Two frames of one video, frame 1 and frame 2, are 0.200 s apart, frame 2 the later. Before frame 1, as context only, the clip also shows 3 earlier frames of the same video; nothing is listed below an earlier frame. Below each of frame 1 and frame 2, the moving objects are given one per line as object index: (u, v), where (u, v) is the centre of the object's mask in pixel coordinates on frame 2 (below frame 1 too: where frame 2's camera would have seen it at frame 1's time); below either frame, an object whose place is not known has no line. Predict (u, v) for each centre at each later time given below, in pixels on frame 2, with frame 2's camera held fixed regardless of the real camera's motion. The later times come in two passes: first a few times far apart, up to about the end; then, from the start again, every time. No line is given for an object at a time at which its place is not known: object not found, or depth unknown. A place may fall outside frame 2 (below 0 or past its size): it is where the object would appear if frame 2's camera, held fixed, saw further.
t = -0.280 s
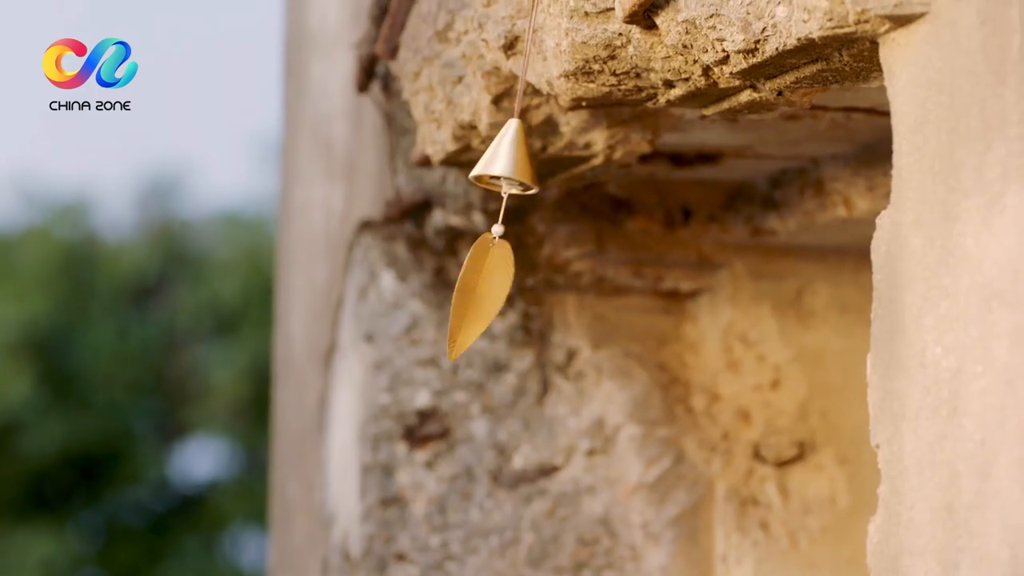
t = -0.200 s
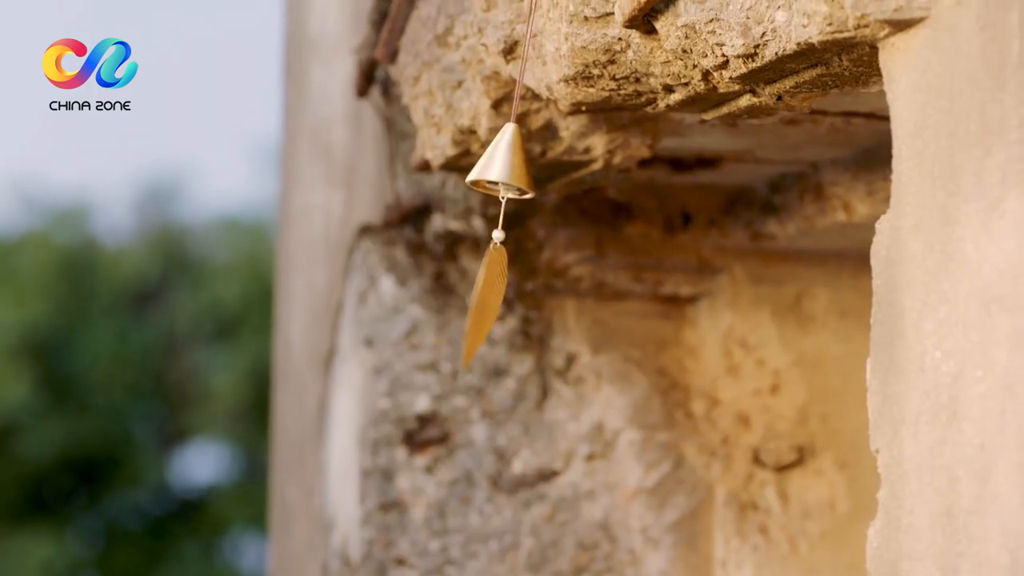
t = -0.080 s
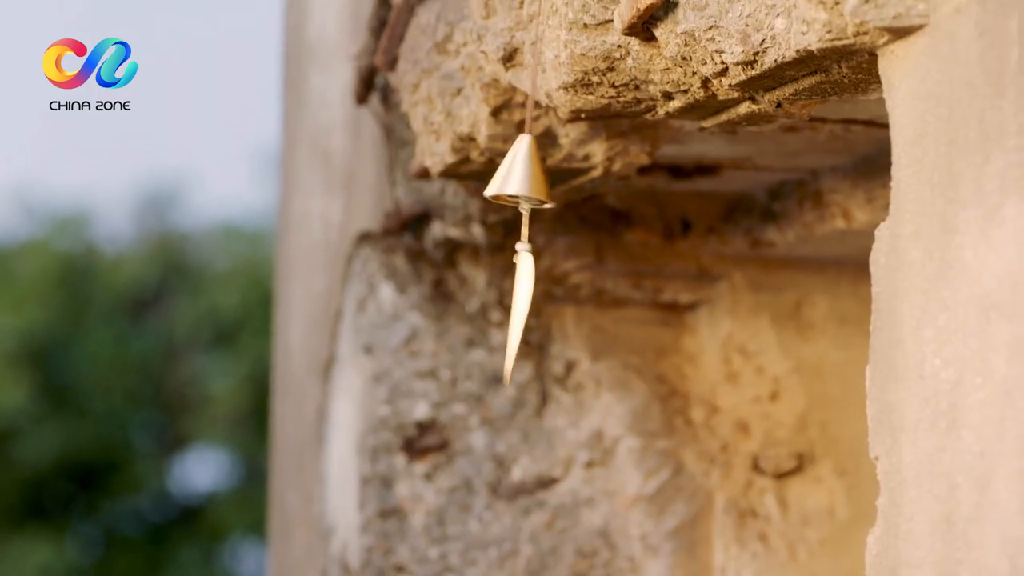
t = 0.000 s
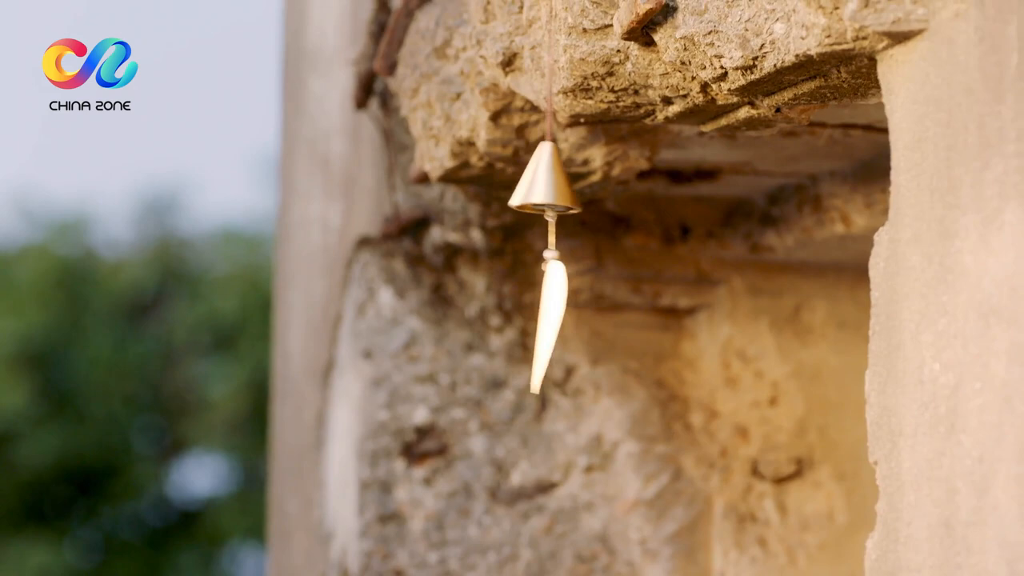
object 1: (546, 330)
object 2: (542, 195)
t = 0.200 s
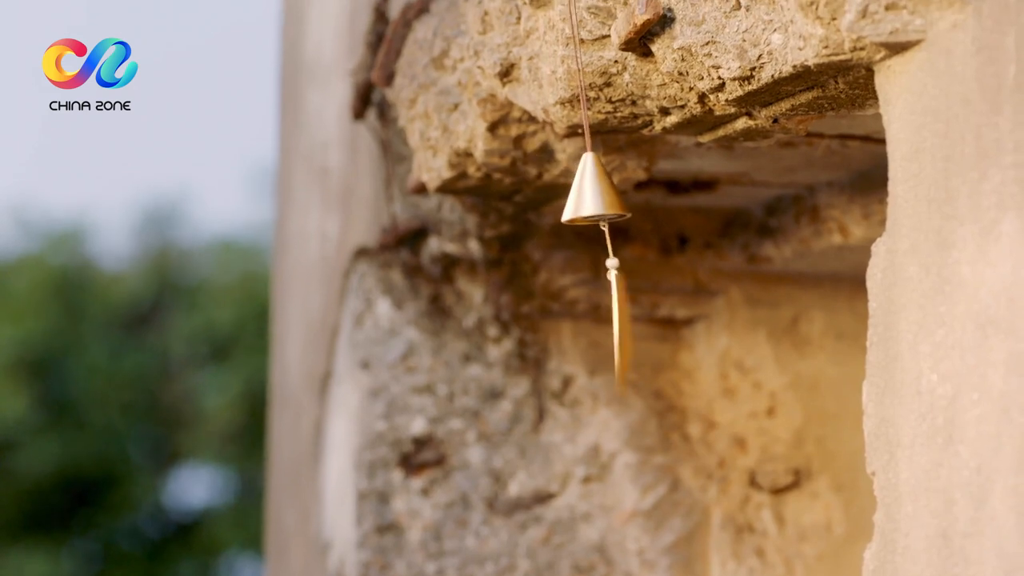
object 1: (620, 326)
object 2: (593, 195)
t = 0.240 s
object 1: (632, 327)
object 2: (595, 195)
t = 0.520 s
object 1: (547, 331)
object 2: (545, 195)
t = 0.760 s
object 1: (480, 320)
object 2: (504, 191)
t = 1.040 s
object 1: (589, 328)
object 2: (563, 197)
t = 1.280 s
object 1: (629, 328)
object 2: (596, 196)
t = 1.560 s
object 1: (488, 322)
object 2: (525, 194)
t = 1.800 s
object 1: (455, 318)
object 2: (496, 191)
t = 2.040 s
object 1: (588, 327)
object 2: (562, 198)
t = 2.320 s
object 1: (622, 330)
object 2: (595, 197)
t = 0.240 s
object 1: (632, 327)
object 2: (595, 195)
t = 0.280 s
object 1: (637, 325)
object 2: (594, 195)
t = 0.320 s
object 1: (635, 324)
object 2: (590, 196)
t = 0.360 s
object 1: (627, 325)
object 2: (584, 196)
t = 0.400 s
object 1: (614, 327)
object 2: (575, 196)
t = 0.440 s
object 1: (595, 328)
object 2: (565, 196)
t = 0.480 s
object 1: (571, 331)
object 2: (555, 196)
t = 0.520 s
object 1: (547, 331)
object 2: (545, 195)
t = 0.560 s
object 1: (523, 329)
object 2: (534, 194)
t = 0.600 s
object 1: (503, 326)
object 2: (524, 193)
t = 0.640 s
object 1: (488, 323)
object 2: (516, 193)
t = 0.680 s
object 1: (479, 320)
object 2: (509, 192)
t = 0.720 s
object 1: (476, 319)
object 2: (505, 191)
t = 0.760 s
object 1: (480, 320)
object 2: (504, 191)
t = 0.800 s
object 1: (489, 323)
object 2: (505, 191)
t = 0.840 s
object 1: (503, 325)
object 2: (510, 192)
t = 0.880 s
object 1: (520, 326)
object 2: (516, 193)
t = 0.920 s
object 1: (537, 328)
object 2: (526, 194)
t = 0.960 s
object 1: (555, 331)
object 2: (538, 195)
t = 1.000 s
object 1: (573, 330)
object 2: (550, 196)
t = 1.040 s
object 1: (589, 328)
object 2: (563, 197)
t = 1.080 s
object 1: (602, 329)
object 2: (575, 197)
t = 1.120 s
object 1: (613, 329)
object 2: (585, 197)
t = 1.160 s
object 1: (621, 329)
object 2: (593, 196)
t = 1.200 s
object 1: (626, 329)
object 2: (597, 196)
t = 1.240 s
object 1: (629, 329)
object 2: (599, 196)
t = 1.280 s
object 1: (629, 328)
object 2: (596, 196)
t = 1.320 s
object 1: (624, 328)
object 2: (590, 197)
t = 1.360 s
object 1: (615, 329)
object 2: (582, 197)
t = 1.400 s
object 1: (599, 330)
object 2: (571, 197)
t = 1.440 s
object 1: (576, 333)
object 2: (559, 197)
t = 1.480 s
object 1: (545, 330)
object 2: (548, 197)
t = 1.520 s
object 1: (513, 327)
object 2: (536, 196)
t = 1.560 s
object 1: (488, 322)
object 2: (525, 194)
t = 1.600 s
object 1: (467, 319)
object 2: (514, 193)
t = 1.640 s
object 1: (452, 315)
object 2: (505, 192)
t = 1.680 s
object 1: (442, 311)
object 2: (498, 191)
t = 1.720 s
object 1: (444, 303)
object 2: (495, 190)
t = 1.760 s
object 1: (445, 311)
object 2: (494, 190)
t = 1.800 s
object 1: (455, 318)
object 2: (496, 191)
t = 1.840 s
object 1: (474, 324)
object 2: (501, 192)
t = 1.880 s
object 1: (497, 326)
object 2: (510, 193)
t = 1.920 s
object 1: (521, 328)
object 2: (521, 194)
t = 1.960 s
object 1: (545, 331)
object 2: (534, 195)
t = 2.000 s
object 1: (568, 333)
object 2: (548, 197)
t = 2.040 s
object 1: (588, 327)
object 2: (562, 198)
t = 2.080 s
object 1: (603, 323)
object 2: (576, 197)
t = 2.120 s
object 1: (621, 328)
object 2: (587, 197)
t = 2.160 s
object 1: (631, 329)
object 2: (597, 197)
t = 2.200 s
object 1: (635, 328)
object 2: (602, 196)
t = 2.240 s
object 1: (635, 328)
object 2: (604, 196)
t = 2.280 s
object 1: (630, 329)
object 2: (602, 196)
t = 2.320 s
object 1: (622, 330)
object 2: (595, 197)
